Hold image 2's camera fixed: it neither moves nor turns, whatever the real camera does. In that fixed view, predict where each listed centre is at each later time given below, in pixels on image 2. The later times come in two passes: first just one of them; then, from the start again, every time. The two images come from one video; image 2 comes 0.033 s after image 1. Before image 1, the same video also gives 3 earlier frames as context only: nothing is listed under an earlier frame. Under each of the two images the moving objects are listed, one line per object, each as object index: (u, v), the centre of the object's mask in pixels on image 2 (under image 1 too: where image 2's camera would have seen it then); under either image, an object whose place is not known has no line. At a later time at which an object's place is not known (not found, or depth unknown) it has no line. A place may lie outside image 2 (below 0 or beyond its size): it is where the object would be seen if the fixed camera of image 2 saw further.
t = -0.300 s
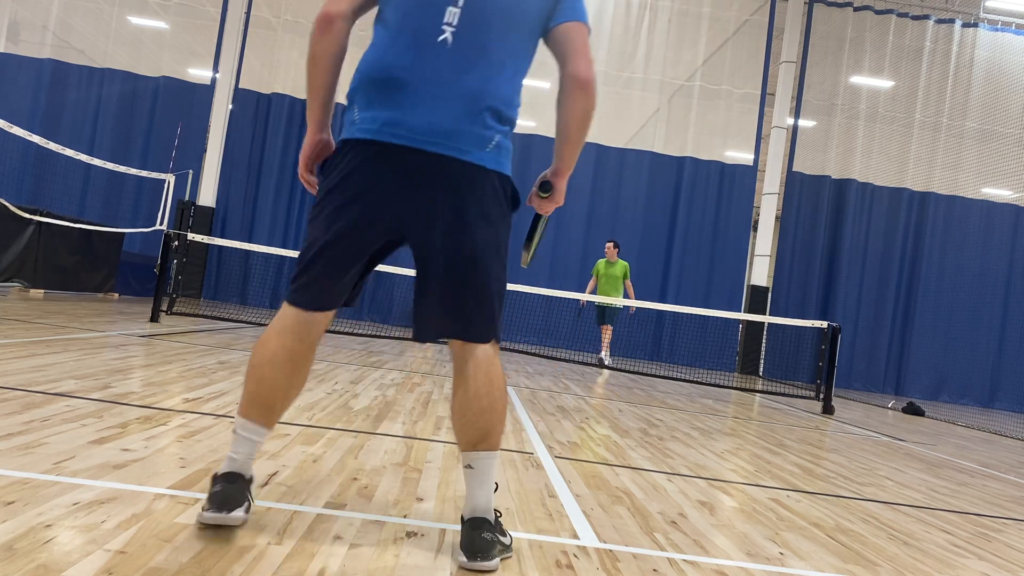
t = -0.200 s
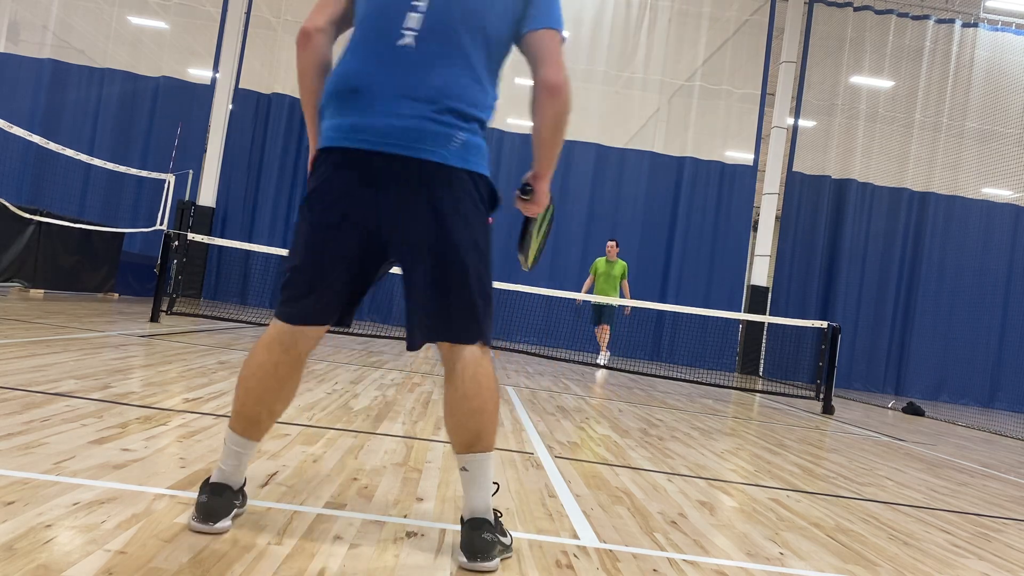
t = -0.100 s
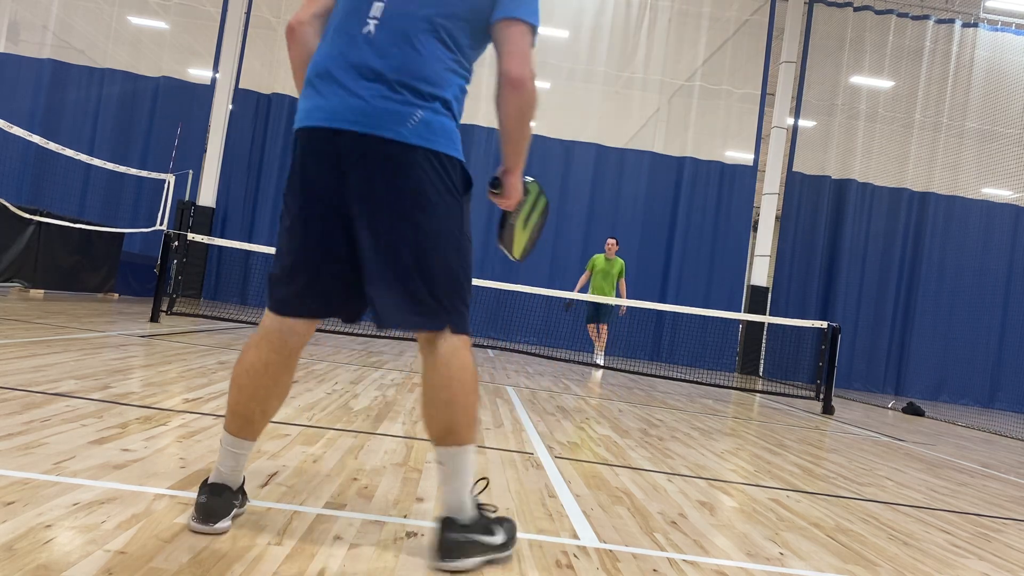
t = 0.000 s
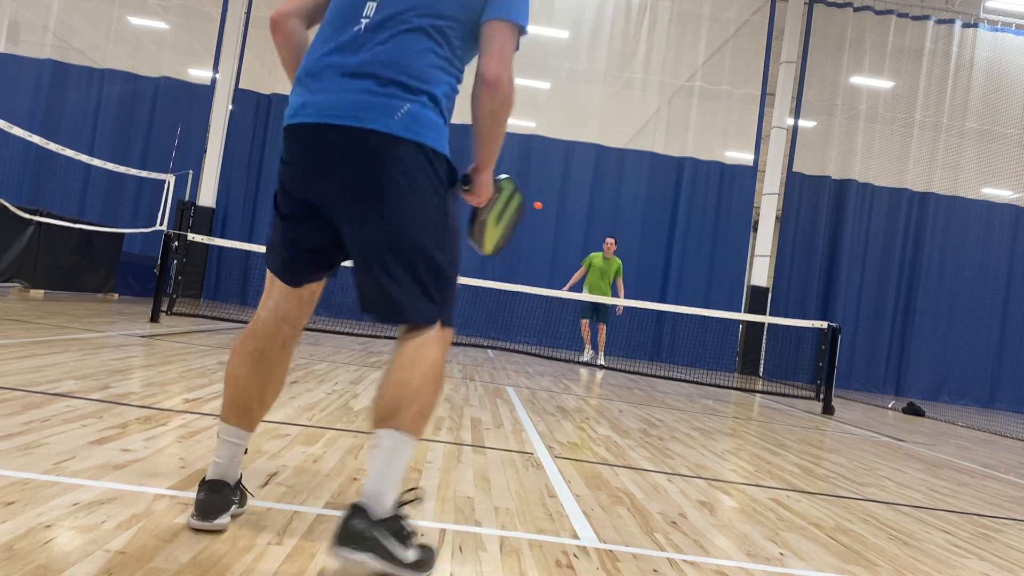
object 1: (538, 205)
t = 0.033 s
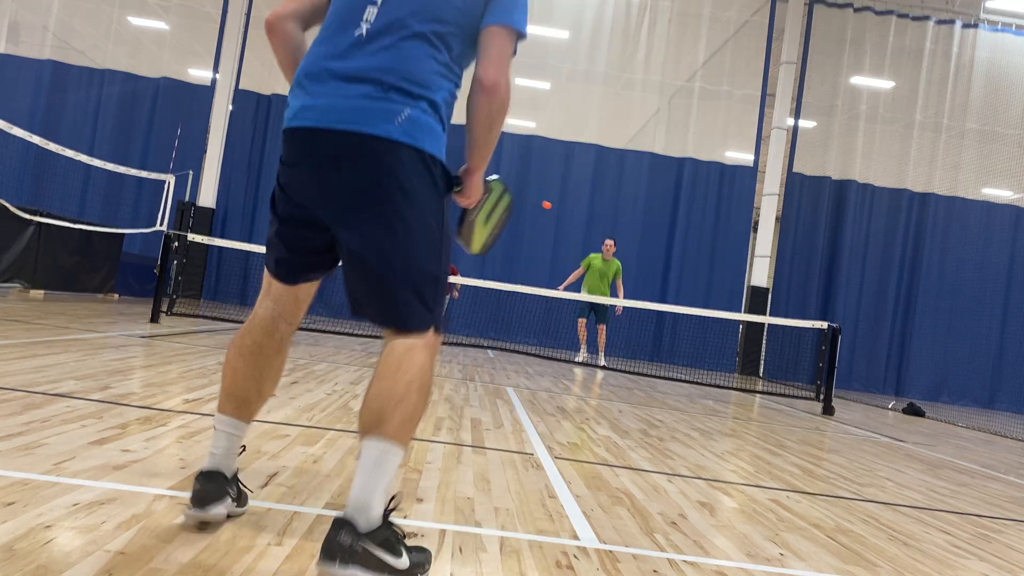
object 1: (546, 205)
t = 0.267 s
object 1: (614, 225)
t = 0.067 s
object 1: (555, 205)
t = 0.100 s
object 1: (565, 206)
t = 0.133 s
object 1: (574, 208)
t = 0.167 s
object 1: (583, 210)
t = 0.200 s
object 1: (593, 214)
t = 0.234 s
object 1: (603, 219)
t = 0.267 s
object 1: (614, 225)
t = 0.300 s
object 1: (625, 232)
